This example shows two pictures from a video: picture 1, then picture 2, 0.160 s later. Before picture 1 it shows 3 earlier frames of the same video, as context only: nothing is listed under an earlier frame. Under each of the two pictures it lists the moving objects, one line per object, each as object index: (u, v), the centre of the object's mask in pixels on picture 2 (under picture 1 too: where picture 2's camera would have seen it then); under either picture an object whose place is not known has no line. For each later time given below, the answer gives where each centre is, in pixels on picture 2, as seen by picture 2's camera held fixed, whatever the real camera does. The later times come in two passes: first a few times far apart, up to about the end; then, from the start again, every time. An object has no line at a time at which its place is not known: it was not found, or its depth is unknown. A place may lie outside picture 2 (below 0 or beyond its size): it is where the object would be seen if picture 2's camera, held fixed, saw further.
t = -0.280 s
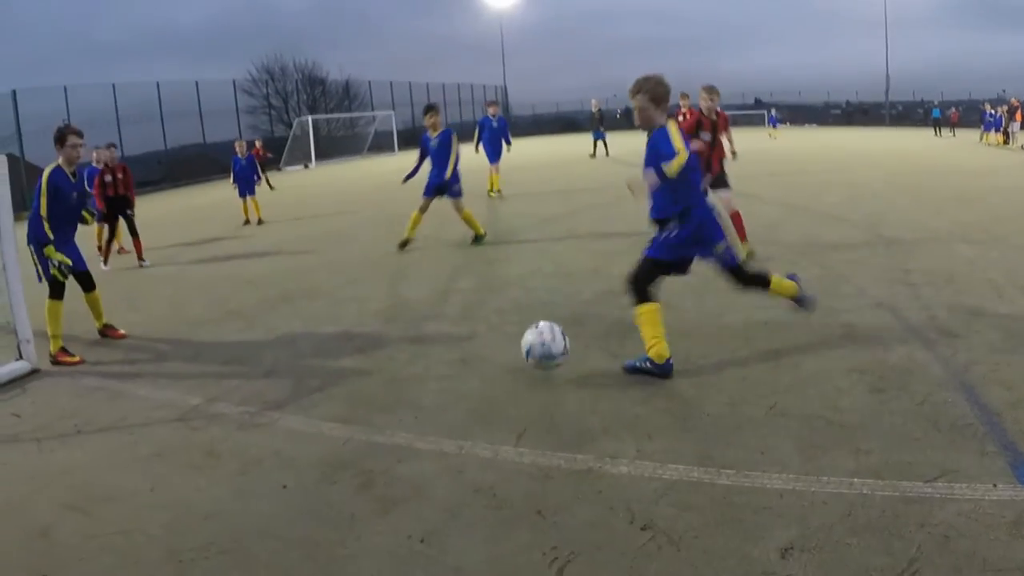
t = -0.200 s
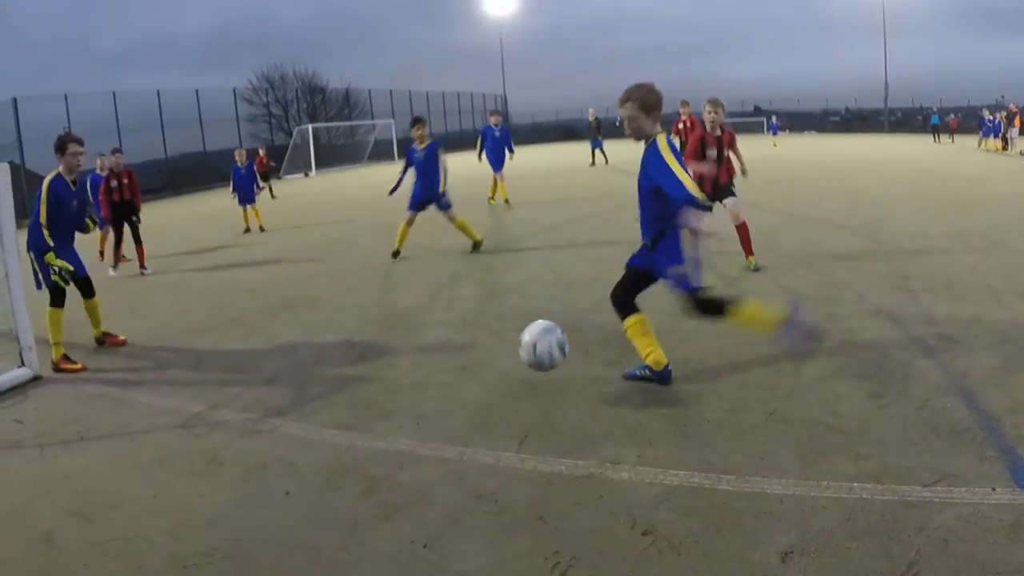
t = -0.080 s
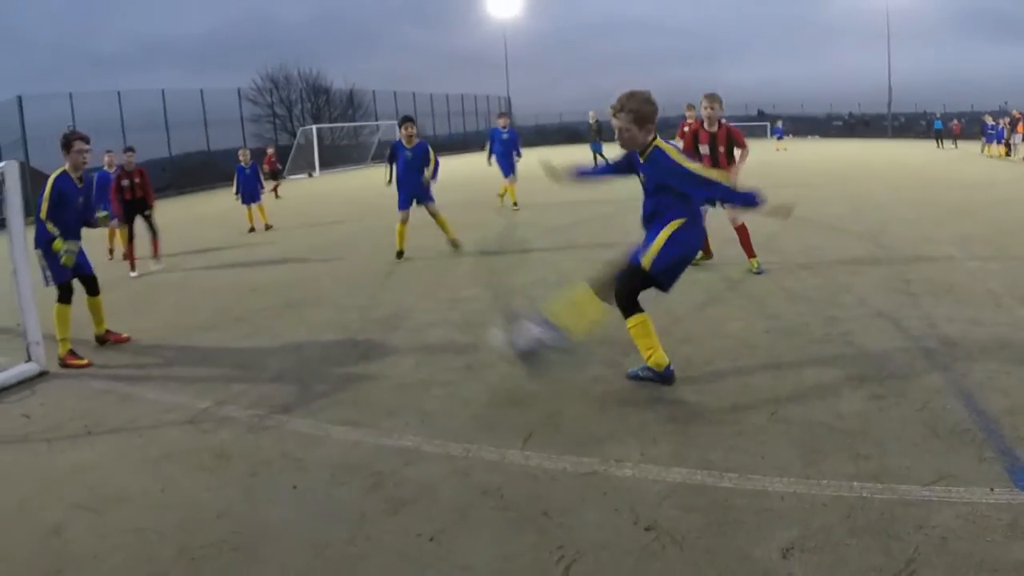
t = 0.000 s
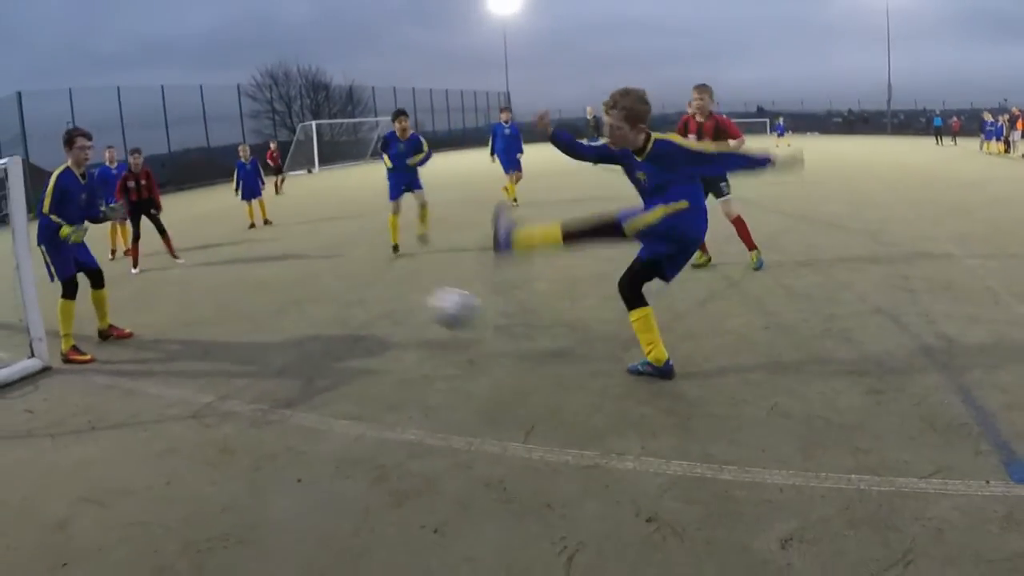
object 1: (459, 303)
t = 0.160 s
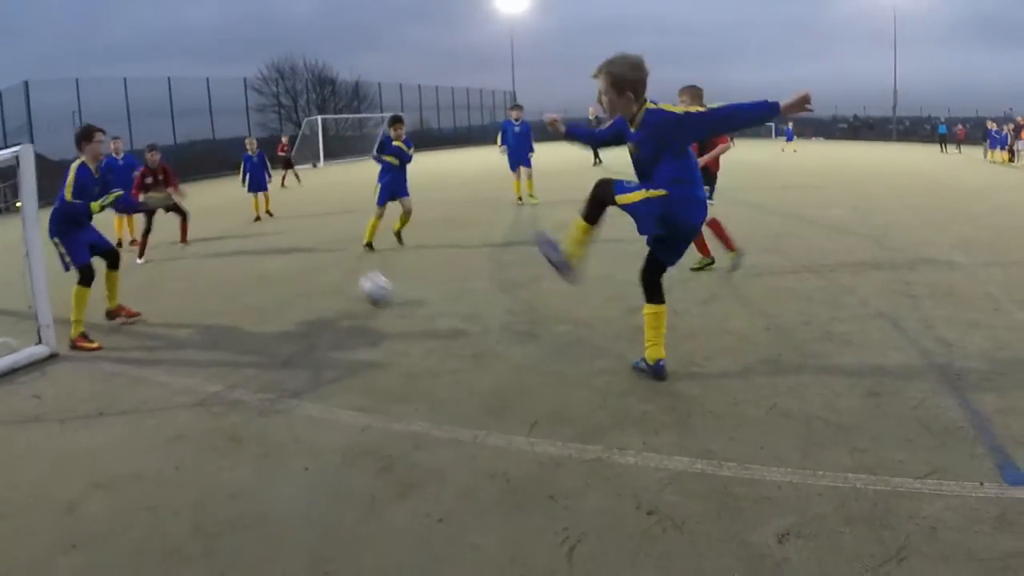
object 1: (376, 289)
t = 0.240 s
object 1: (352, 270)
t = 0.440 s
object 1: (313, 251)
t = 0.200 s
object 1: (362, 277)
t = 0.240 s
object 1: (352, 270)
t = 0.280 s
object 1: (342, 264)
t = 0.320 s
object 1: (333, 261)
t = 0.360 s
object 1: (325, 260)
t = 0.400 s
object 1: (319, 257)
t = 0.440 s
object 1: (313, 251)
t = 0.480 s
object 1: (308, 247)
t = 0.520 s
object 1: (304, 245)
